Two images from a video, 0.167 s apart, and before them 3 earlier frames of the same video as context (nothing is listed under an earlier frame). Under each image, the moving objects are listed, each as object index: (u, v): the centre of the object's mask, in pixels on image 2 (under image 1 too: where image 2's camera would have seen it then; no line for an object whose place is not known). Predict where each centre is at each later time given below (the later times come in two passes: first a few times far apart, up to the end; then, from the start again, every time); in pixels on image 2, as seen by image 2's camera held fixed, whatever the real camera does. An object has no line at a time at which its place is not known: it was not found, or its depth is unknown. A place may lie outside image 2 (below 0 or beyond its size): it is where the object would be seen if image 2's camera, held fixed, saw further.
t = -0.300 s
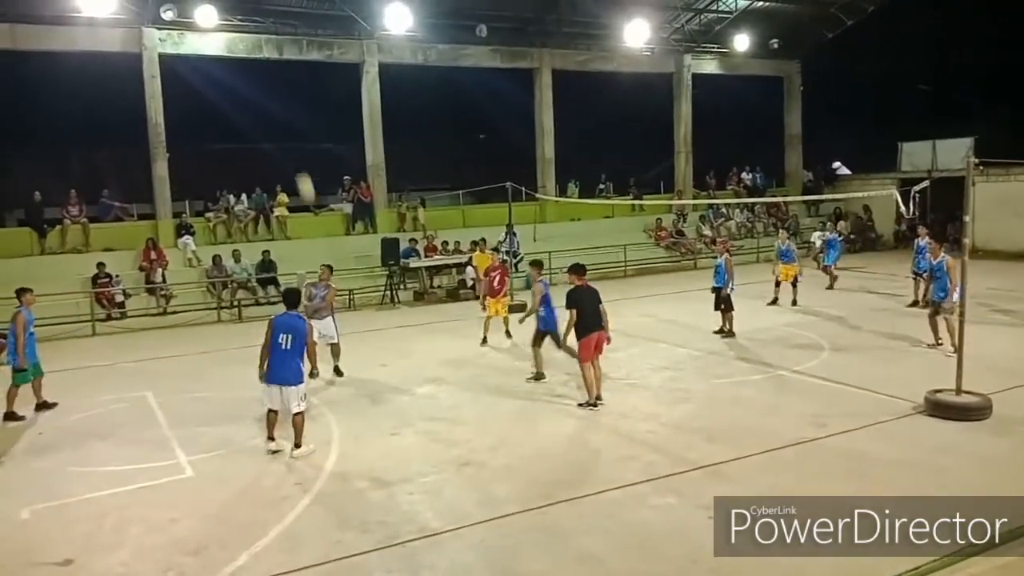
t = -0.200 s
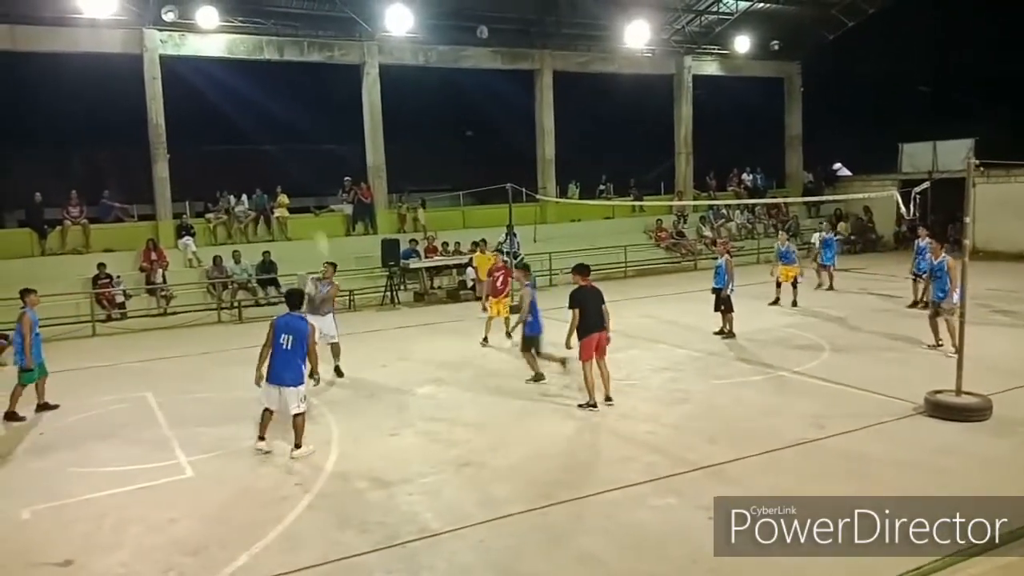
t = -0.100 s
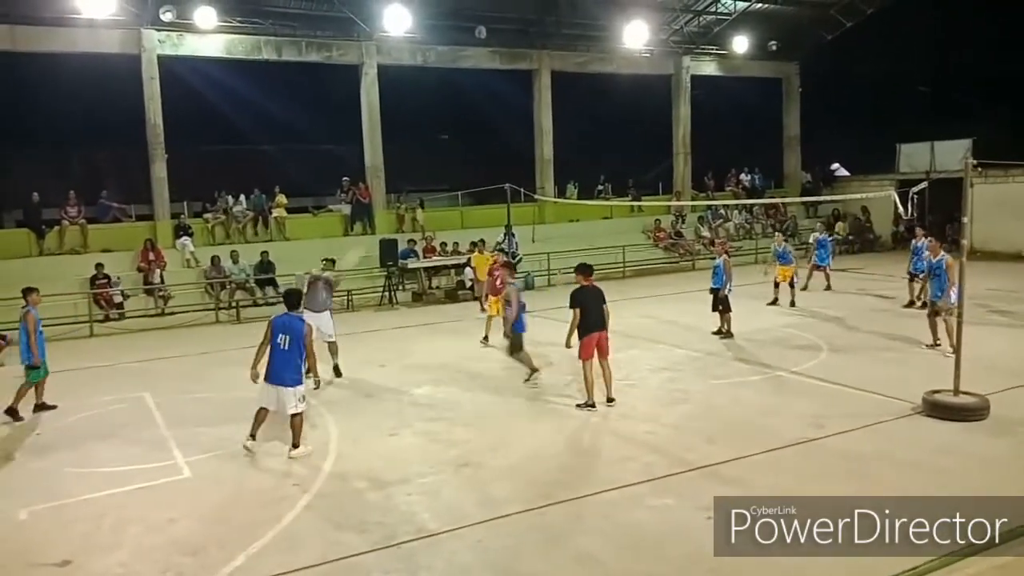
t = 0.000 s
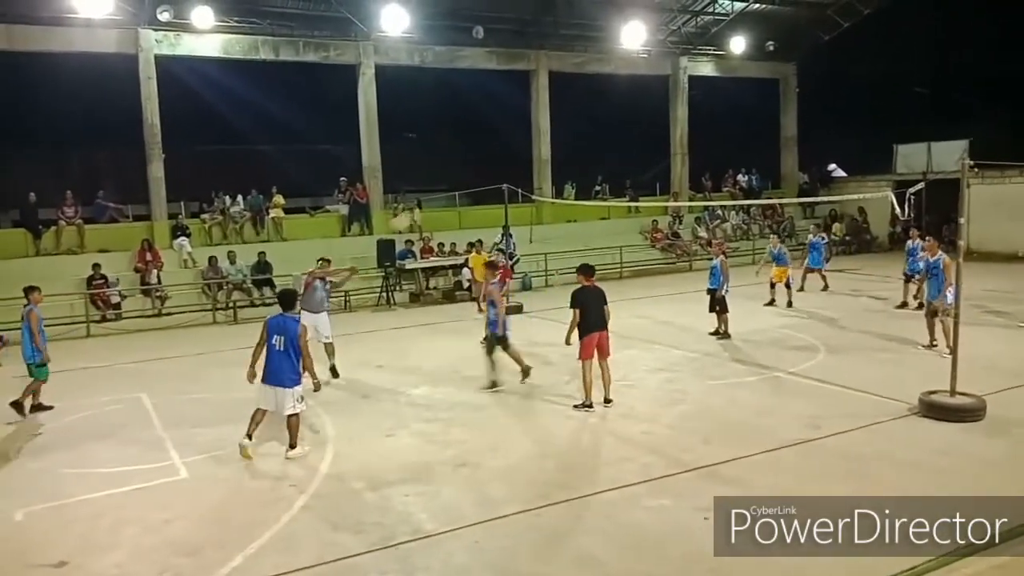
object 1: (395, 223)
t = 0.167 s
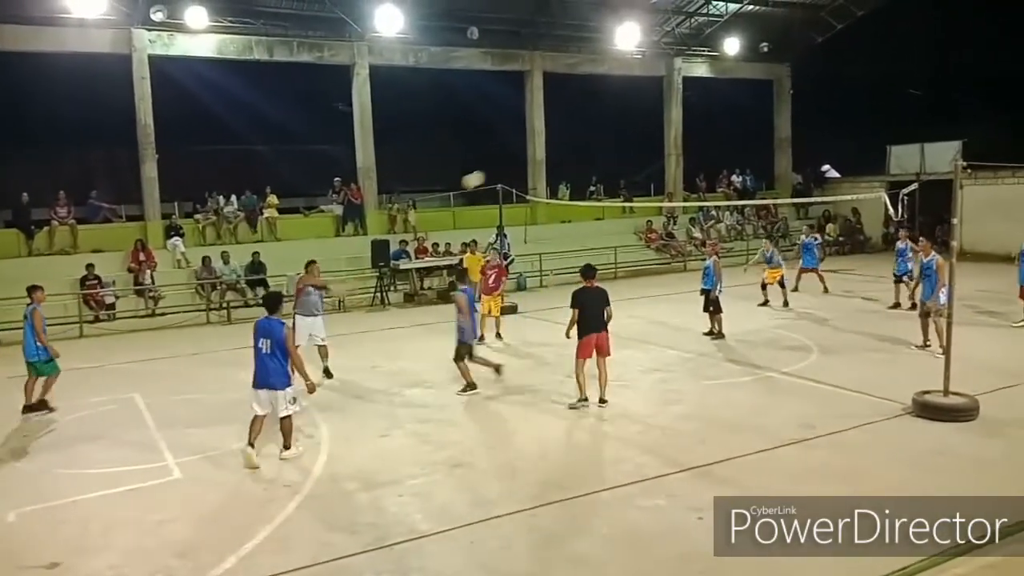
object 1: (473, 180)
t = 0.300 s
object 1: (528, 161)
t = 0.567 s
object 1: (626, 159)
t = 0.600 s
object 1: (636, 161)
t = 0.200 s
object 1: (487, 174)
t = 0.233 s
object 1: (502, 169)
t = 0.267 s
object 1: (515, 164)
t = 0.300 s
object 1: (528, 161)
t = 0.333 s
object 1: (543, 158)
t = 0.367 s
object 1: (555, 157)
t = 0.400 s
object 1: (568, 155)
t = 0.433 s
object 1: (580, 154)
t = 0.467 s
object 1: (592, 154)
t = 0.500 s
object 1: (604, 155)
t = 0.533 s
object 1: (615, 157)
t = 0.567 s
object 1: (626, 159)
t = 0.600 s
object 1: (636, 161)
